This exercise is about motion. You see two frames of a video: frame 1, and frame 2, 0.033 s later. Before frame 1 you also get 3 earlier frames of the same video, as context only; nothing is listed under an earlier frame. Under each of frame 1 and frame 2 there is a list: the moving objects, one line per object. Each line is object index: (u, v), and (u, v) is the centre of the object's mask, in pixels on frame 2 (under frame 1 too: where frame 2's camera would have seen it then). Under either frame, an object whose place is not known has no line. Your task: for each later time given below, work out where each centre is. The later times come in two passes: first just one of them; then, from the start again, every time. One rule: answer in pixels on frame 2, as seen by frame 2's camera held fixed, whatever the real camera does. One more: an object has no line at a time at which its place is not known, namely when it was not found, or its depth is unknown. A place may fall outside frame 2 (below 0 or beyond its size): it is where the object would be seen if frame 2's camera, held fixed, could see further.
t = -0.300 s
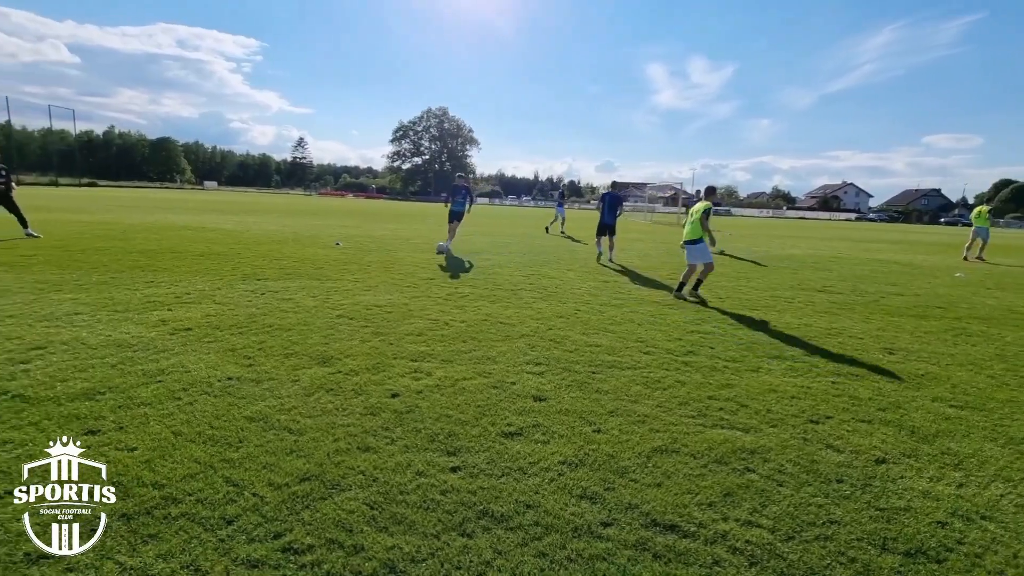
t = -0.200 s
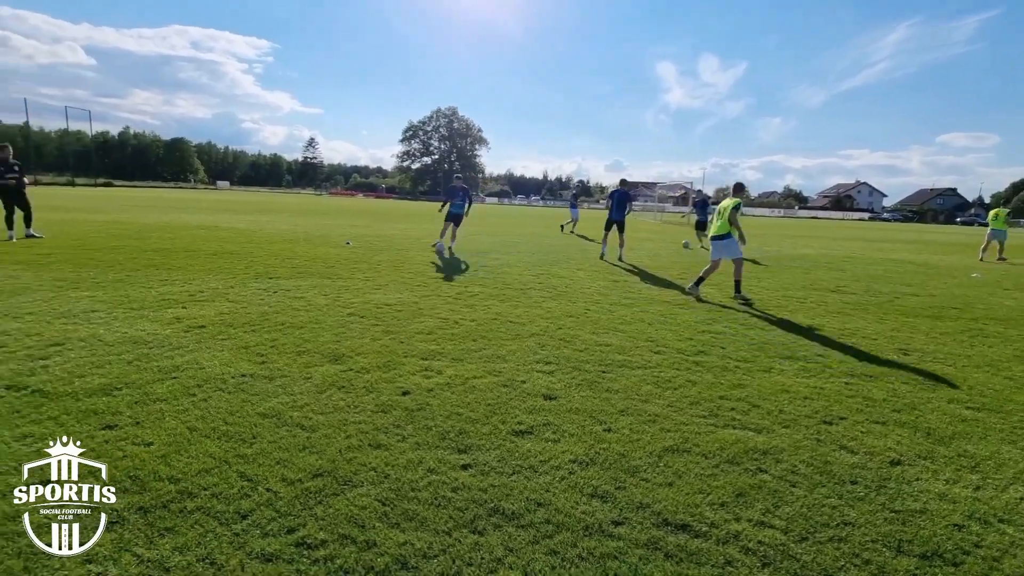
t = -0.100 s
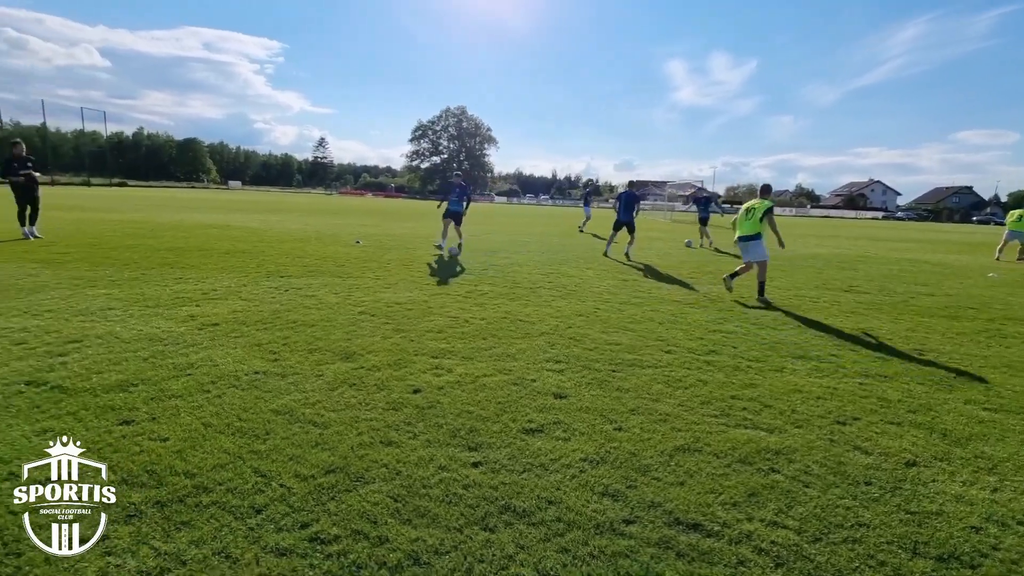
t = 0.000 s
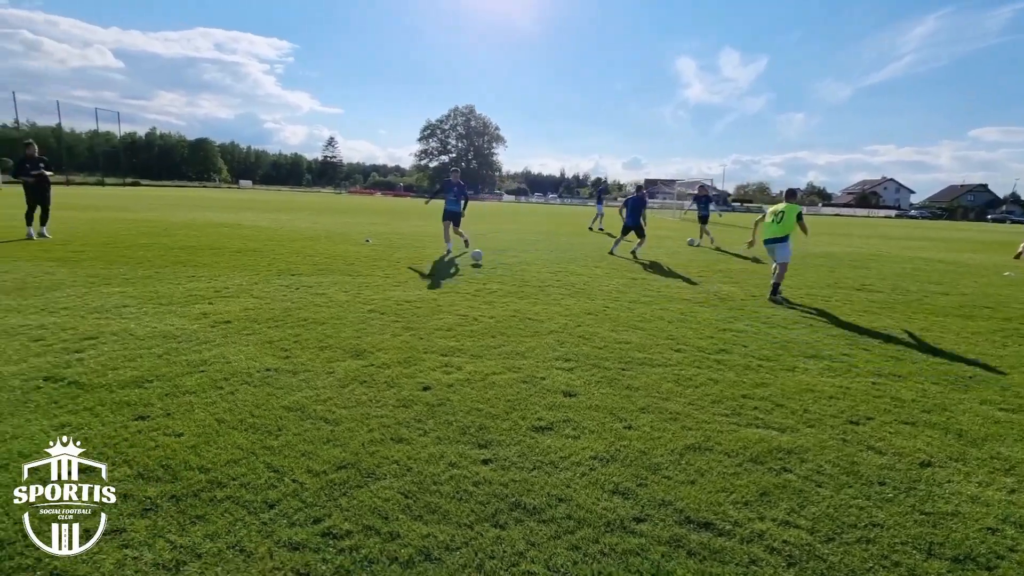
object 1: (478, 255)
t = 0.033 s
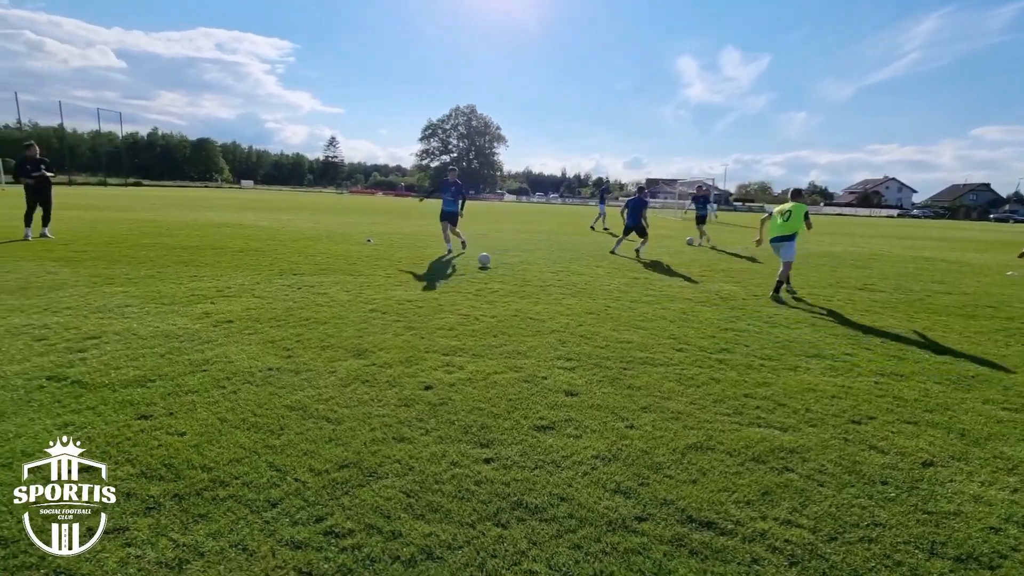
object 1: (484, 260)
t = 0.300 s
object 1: (539, 290)
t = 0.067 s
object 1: (491, 264)
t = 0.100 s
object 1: (496, 266)
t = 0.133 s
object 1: (502, 268)
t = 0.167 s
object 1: (508, 270)
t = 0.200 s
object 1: (516, 273)
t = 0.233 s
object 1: (523, 278)
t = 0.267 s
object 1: (531, 284)
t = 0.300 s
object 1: (539, 290)
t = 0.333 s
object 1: (548, 292)
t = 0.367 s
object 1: (557, 294)
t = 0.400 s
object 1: (566, 297)
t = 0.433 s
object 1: (577, 302)
